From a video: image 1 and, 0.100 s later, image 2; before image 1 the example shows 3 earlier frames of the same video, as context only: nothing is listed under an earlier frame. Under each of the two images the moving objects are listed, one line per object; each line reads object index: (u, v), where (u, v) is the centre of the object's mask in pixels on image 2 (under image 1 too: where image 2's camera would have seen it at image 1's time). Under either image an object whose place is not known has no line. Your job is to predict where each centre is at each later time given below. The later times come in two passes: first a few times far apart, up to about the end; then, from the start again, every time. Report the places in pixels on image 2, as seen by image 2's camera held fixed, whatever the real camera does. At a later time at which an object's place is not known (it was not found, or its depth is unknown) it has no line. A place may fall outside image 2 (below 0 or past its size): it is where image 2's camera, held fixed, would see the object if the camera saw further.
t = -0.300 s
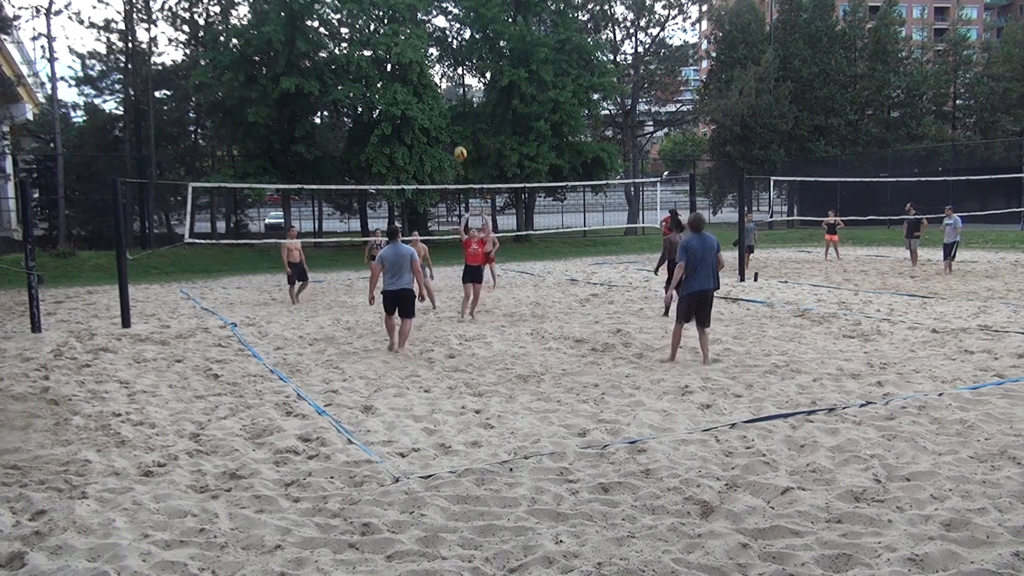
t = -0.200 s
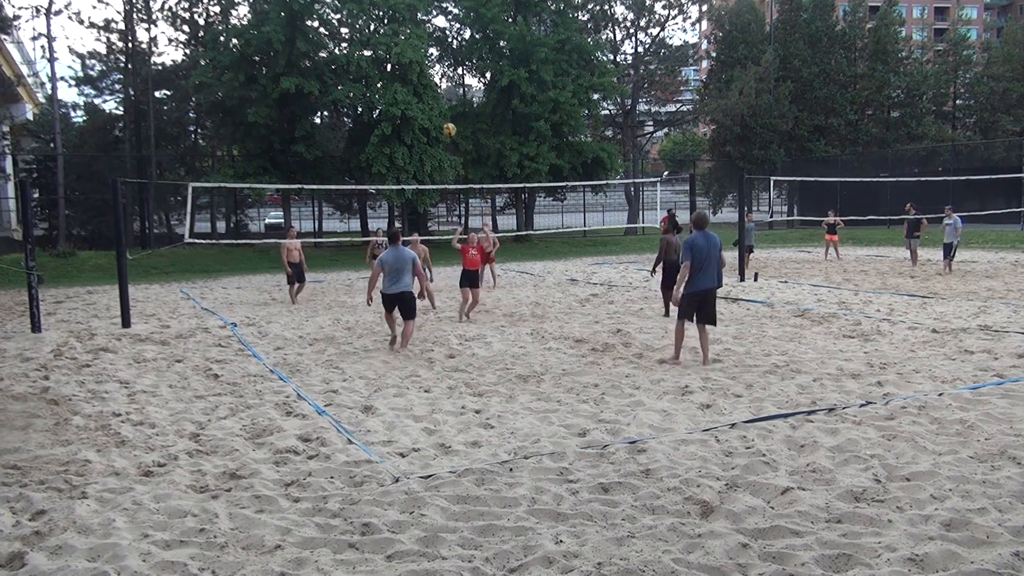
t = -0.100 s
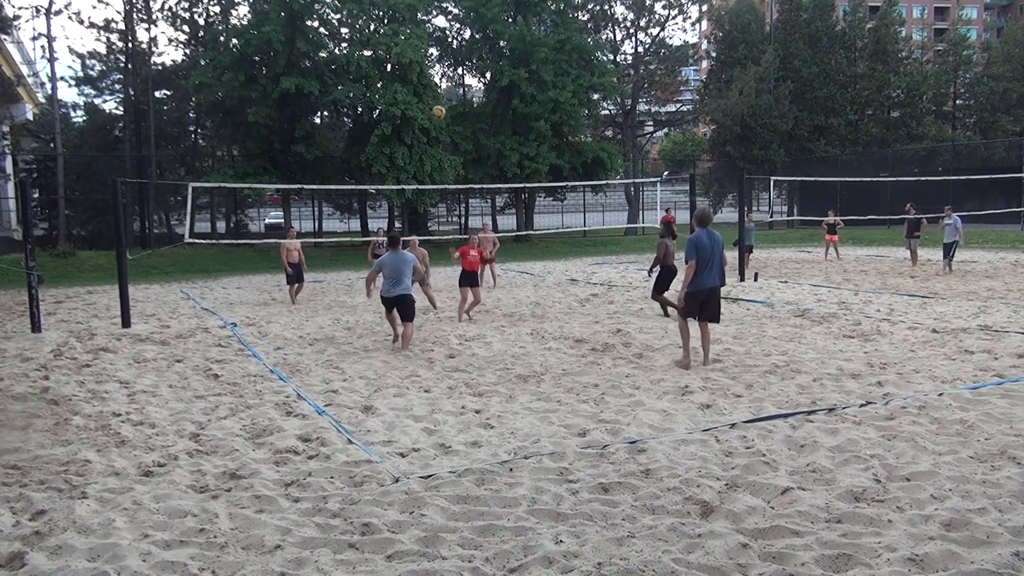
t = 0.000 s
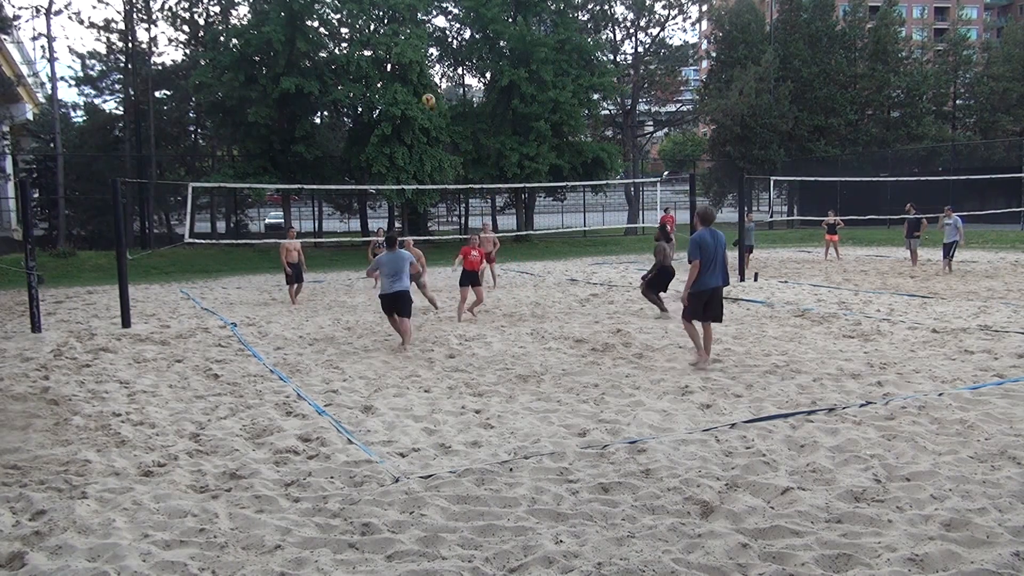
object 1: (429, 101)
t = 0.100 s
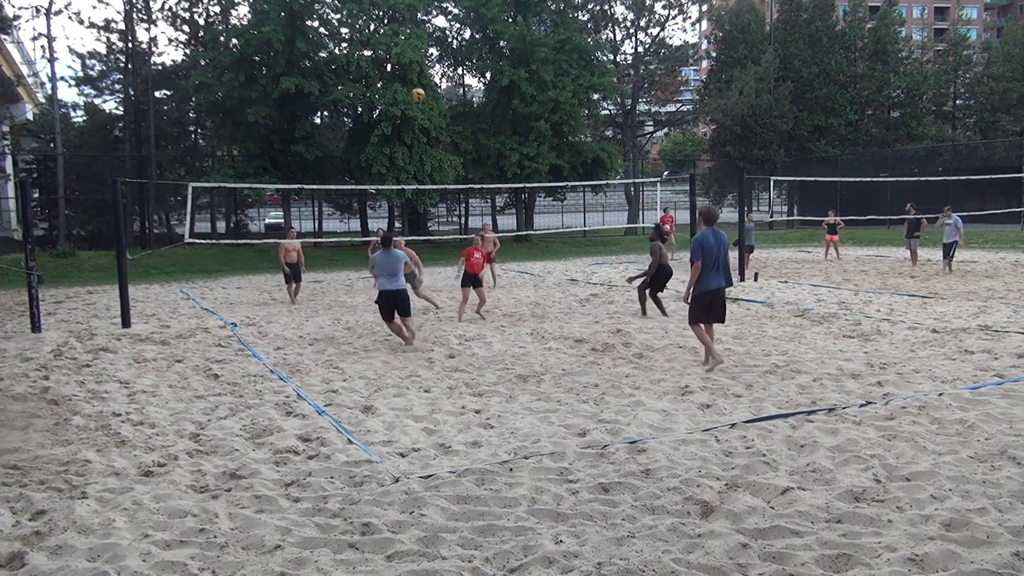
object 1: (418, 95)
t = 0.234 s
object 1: (405, 96)
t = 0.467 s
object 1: (383, 124)
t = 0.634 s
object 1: (368, 164)
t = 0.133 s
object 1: (415, 94)
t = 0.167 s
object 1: (412, 94)
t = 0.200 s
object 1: (409, 94)
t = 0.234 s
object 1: (405, 96)
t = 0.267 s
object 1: (402, 97)
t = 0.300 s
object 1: (398, 100)
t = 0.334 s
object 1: (395, 104)
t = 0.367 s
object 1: (392, 109)
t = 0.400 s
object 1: (388, 114)
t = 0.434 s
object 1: (386, 118)
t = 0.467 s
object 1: (383, 124)
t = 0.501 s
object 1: (380, 130)
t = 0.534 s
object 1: (377, 138)
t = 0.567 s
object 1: (374, 146)
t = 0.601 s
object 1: (371, 155)
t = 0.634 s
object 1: (368, 164)
